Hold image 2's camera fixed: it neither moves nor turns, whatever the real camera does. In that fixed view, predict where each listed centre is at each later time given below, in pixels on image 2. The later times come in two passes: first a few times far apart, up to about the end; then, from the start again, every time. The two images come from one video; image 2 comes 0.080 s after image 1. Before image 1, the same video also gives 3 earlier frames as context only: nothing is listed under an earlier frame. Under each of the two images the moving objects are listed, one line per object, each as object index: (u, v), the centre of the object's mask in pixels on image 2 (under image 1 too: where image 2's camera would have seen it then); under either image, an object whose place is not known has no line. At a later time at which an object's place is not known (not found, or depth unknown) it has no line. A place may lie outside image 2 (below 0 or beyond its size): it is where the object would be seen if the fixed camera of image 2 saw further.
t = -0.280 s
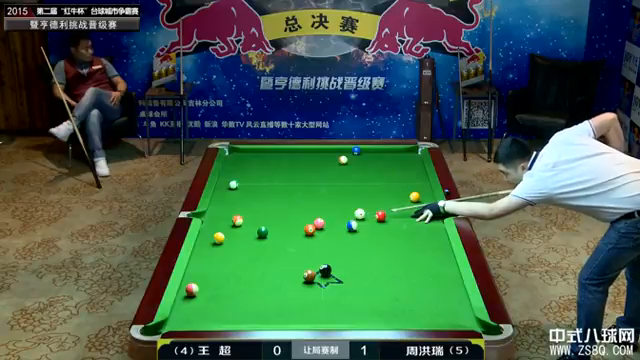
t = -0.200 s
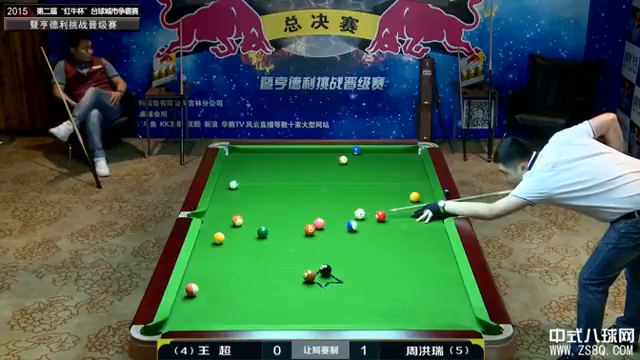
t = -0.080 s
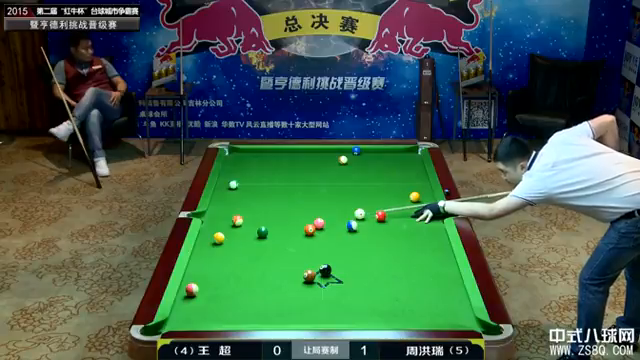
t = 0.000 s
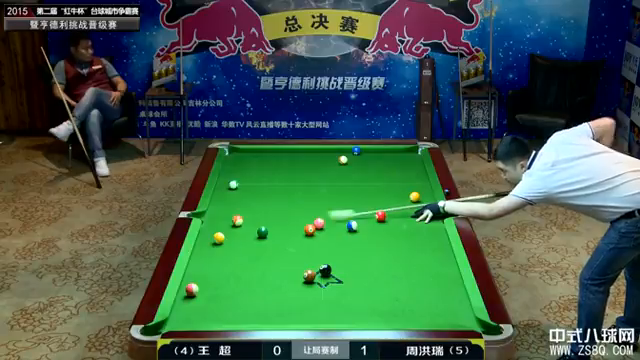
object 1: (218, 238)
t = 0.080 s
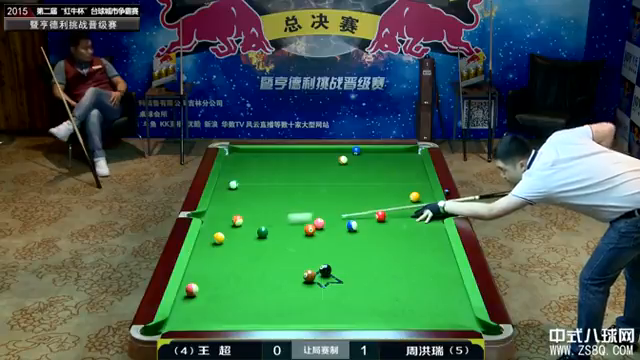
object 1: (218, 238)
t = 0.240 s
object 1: (218, 238)
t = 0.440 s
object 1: (214, 240)
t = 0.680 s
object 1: (199, 250)
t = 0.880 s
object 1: (204, 256)
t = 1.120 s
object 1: (210, 264)
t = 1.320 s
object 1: (214, 271)
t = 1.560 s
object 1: (220, 279)
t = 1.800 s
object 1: (225, 287)
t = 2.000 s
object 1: (229, 293)
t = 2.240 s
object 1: (234, 300)
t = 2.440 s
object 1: (238, 306)
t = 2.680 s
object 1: (242, 313)
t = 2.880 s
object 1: (246, 317)
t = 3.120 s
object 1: (250, 319)
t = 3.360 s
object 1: (254, 317)
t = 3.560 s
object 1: (257, 316)
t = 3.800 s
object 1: (260, 313)
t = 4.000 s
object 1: (262, 311)
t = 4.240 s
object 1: (264, 310)
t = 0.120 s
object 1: (218, 238)
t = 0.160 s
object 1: (218, 238)
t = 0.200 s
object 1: (218, 238)
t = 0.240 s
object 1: (218, 238)
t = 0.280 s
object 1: (218, 238)
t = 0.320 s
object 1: (218, 238)
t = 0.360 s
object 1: (218, 238)
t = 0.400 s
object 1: (218, 238)
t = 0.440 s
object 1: (214, 240)
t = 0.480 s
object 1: (211, 242)
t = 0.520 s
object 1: (208, 243)
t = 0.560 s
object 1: (205, 245)
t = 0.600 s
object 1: (201, 247)
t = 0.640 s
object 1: (199, 248)
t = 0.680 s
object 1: (199, 250)
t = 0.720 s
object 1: (200, 251)
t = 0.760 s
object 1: (201, 253)
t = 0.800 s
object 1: (202, 254)
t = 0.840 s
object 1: (203, 255)
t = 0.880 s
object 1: (204, 256)
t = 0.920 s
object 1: (205, 258)
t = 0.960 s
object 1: (205, 259)
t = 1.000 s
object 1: (207, 260)
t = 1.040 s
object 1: (208, 262)
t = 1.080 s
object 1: (209, 263)
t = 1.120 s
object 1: (210, 264)
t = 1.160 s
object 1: (211, 266)
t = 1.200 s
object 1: (212, 267)
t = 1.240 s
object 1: (213, 268)
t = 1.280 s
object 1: (213, 270)
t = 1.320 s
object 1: (214, 271)
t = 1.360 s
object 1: (215, 272)
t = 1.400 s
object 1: (216, 274)
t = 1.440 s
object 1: (217, 275)
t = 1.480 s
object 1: (218, 276)
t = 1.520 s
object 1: (219, 278)
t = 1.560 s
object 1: (220, 279)
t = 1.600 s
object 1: (221, 280)
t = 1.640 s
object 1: (222, 281)
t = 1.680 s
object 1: (222, 283)
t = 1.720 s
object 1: (223, 284)
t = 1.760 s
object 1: (224, 285)
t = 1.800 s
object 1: (225, 287)
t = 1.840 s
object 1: (225, 288)
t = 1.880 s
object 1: (226, 289)
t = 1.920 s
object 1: (227, 290)
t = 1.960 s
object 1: (228, 292)
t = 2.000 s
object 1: (229, 293)
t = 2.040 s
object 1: (230, 294)
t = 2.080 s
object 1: (231, 295)
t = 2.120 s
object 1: (232, 296)
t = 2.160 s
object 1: (233, 298)
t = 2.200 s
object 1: (233, 299)
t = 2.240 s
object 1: (234, 300)
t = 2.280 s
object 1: (235, 301)
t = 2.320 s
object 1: (235, 302)
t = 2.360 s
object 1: (236, 304)
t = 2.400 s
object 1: (237, 305)
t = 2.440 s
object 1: (238, 306)
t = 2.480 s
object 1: (238, 308)
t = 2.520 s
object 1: (239, 309)
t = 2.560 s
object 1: (240, 310)
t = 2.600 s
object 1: (241, 311)
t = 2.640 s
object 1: (242, 312)
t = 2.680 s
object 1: (242, 313)
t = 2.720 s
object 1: (243, 314)
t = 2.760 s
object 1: (244, 315)
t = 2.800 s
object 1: (244, 316)
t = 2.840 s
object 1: (245, 317)
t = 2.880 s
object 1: (246, 317)
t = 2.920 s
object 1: (246, 318)
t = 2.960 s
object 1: (247, 319)
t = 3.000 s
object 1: (248, 320)
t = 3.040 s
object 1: (249, 320)
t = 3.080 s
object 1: (249, 320)
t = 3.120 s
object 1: (250, 319)
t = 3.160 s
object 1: (251, 319)
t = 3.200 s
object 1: (252, 319)
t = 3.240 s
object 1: (252, 318)
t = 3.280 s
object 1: (253, 318)
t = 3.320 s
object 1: (253, 318)
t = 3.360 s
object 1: (254, 317)
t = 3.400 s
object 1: (255, 317)
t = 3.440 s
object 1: (255, 317)
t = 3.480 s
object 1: (256, 317)
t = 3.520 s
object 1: (256, 316)
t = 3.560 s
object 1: (257, 316)
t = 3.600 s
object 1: (257, 316)
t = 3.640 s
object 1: (258, 316)
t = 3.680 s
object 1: (258, 315)
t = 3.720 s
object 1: (259, 314)
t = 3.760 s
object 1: (259, 314)
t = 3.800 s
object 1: (260, 313)
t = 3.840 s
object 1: (260, 313)
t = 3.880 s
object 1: (261, 312)
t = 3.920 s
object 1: (261, 312)
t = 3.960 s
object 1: (261, 312)
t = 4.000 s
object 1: (262, 311)
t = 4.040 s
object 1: (262, 311)
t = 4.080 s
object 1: (262, 311)
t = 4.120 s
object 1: (263, 310)
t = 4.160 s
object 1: (263, 310)
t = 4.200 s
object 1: (263, 310)
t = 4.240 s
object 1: (264, 310)
